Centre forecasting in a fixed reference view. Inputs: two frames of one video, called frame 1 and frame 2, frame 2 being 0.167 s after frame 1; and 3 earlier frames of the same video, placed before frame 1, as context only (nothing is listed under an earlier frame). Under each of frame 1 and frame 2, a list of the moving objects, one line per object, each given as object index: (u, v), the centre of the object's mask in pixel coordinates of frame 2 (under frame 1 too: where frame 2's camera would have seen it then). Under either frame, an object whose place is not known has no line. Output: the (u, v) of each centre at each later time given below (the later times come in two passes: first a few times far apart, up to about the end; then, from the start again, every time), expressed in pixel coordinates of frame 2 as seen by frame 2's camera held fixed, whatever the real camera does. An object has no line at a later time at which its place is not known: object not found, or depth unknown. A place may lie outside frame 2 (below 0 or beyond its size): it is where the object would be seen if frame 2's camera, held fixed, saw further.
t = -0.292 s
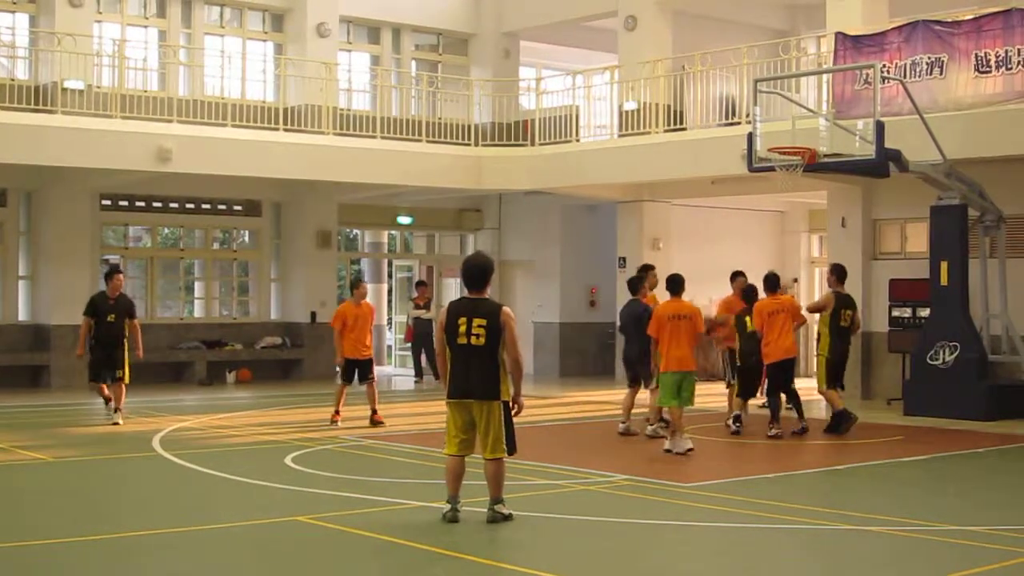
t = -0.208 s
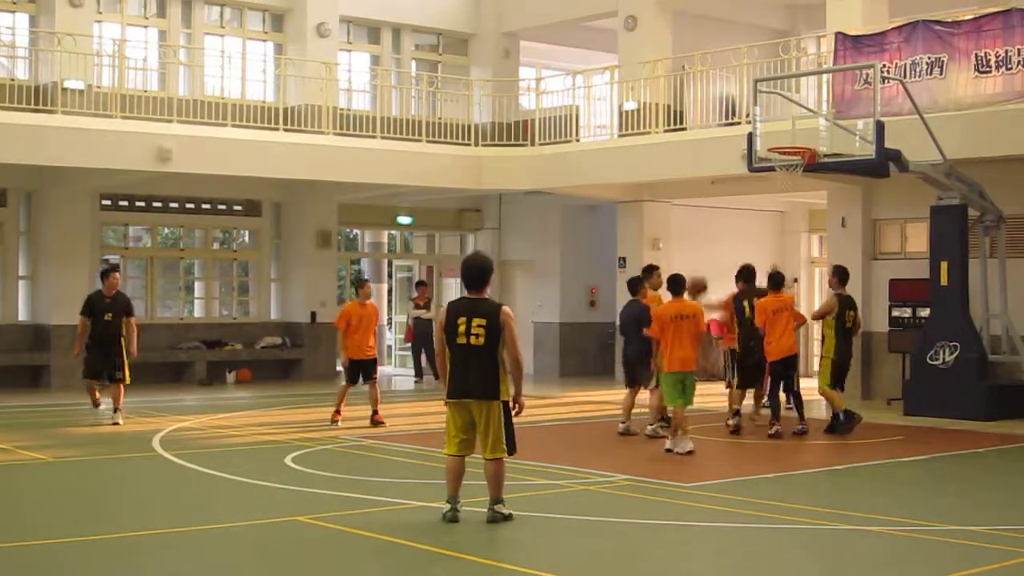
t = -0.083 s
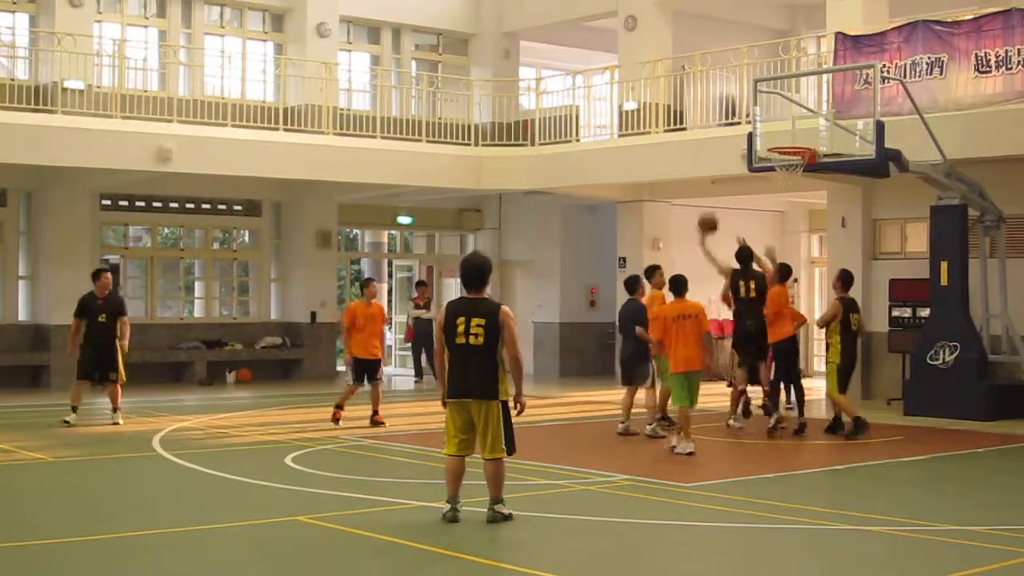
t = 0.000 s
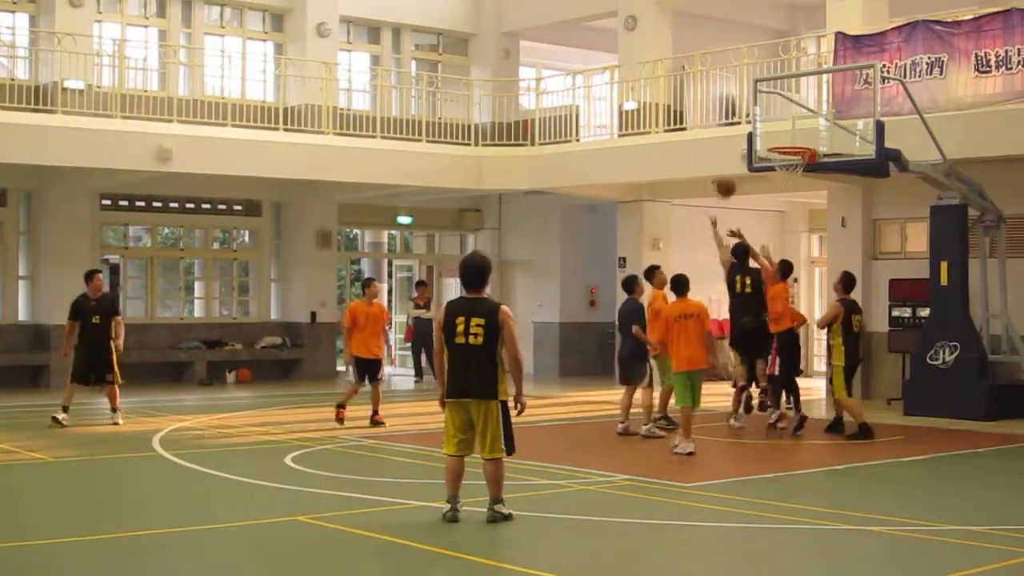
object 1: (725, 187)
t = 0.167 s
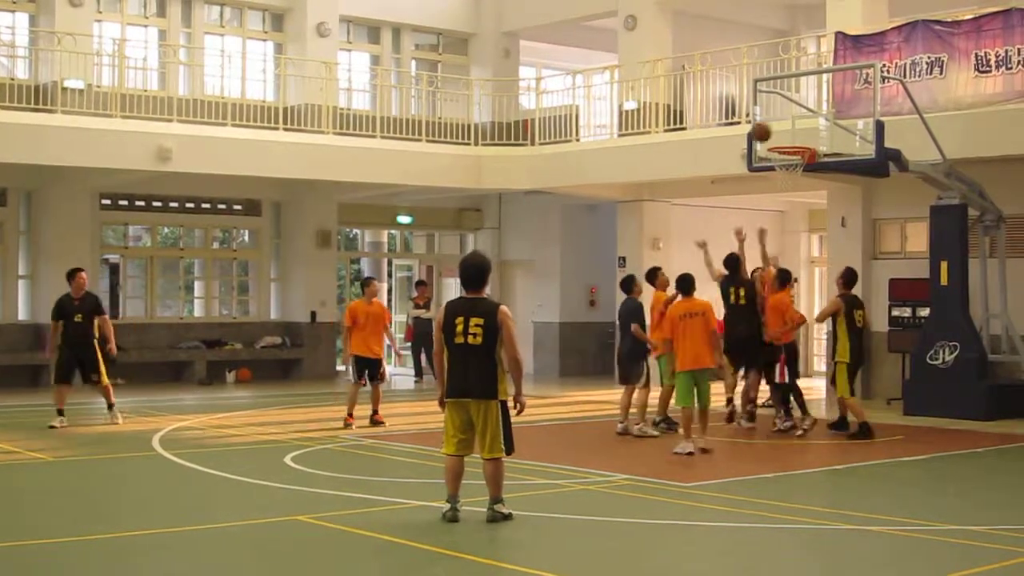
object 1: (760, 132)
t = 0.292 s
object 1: (787, 107)
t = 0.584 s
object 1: (791, 112)
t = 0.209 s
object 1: (770, 122)
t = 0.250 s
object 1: (778, 114)
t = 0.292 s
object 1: (787, 107)
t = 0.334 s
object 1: (794, 103)
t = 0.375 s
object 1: (794, 100)
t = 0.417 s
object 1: (794, 100)
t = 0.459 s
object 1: (793, 100)
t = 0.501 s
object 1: (793, 103)
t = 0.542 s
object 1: (792, 107)
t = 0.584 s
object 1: (791, 112)
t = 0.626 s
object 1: (791, 119)
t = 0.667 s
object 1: (790, 128)
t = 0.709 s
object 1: (790, 138)
